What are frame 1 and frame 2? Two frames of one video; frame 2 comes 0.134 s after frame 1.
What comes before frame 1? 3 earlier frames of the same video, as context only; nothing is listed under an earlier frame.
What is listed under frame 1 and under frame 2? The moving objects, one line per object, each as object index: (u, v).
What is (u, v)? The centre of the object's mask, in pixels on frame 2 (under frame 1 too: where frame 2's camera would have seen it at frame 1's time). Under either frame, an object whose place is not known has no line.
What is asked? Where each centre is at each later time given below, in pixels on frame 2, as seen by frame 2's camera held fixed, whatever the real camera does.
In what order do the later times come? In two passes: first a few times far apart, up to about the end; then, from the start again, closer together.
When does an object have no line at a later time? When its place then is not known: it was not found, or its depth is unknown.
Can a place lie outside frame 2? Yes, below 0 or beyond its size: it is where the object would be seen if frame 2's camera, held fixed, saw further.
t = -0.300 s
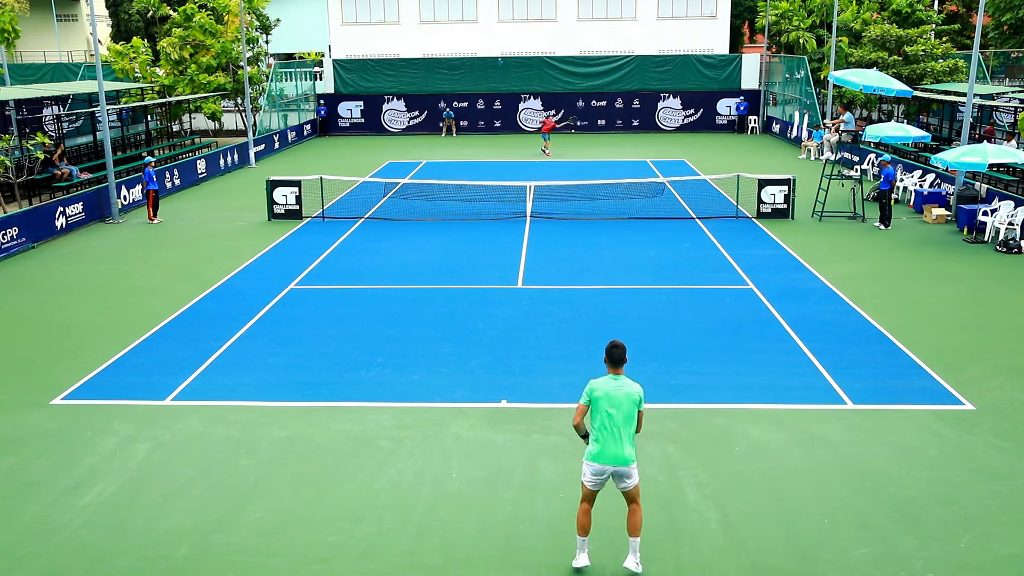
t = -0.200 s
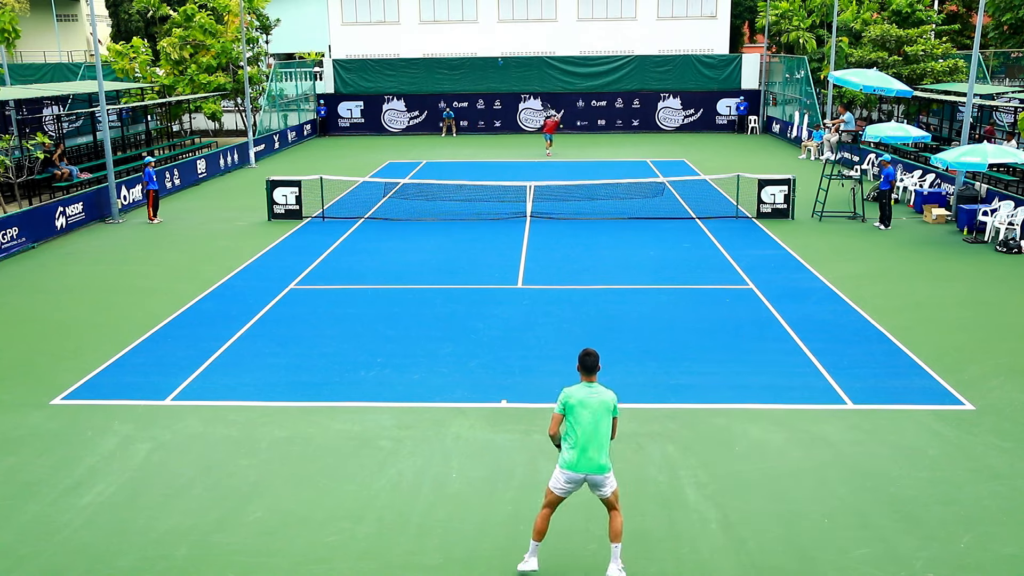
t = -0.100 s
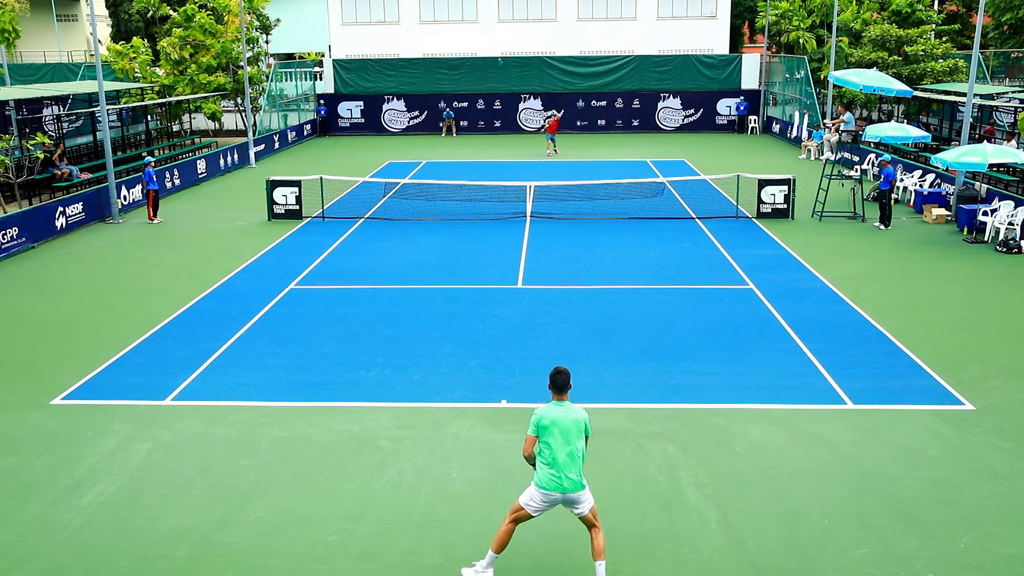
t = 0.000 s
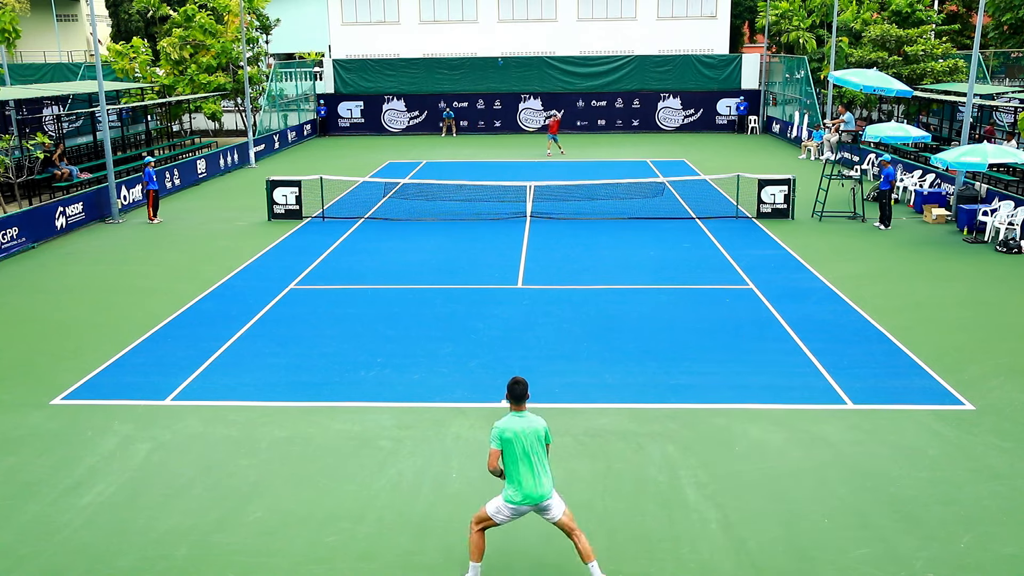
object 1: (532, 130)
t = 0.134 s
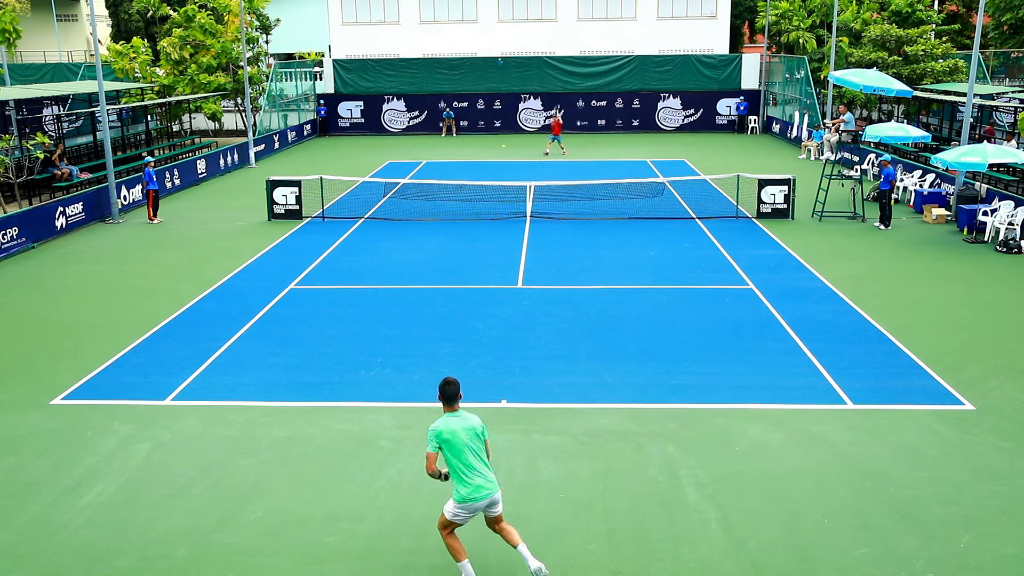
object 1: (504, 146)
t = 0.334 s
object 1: (451, 197)
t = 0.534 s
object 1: (381, 300)
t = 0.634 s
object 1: (351, 298)
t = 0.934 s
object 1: (218, 314)
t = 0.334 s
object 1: (451, 197)
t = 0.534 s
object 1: (381, 300)
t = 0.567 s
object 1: (369, 305)
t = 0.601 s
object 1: (363, 303)
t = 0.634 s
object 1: (351, 298)
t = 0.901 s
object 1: (229, 310)
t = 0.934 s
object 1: (218, 314)
